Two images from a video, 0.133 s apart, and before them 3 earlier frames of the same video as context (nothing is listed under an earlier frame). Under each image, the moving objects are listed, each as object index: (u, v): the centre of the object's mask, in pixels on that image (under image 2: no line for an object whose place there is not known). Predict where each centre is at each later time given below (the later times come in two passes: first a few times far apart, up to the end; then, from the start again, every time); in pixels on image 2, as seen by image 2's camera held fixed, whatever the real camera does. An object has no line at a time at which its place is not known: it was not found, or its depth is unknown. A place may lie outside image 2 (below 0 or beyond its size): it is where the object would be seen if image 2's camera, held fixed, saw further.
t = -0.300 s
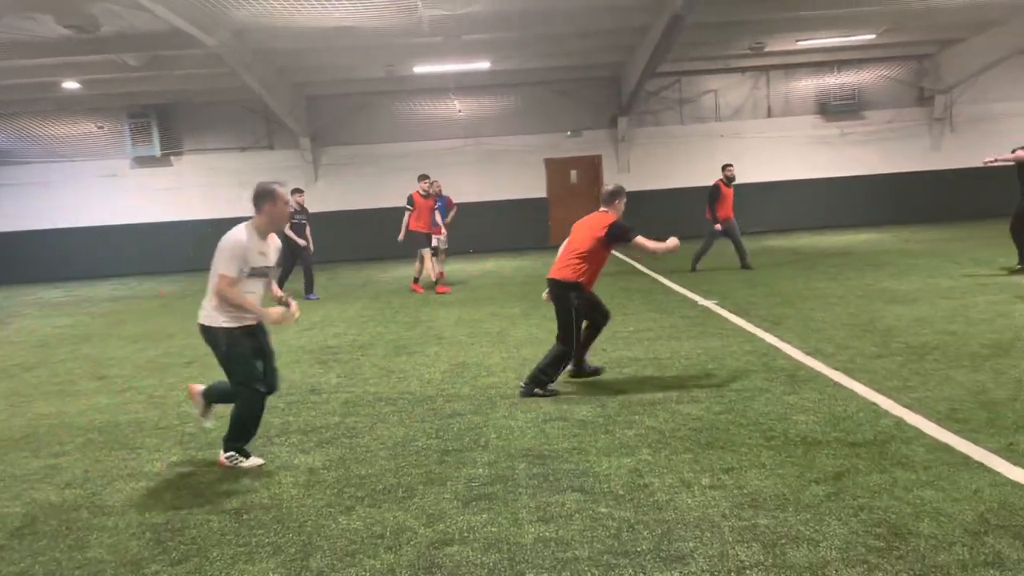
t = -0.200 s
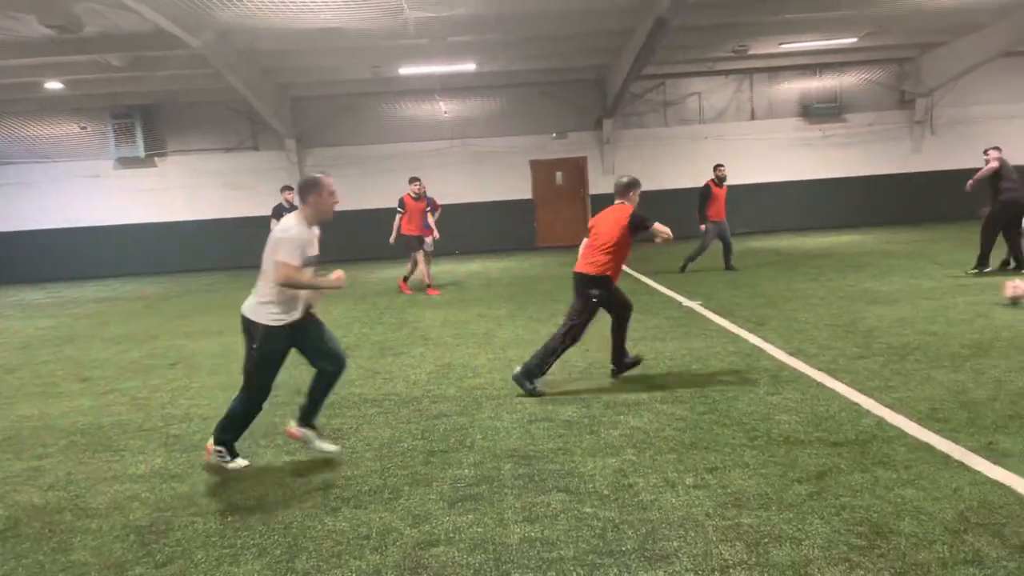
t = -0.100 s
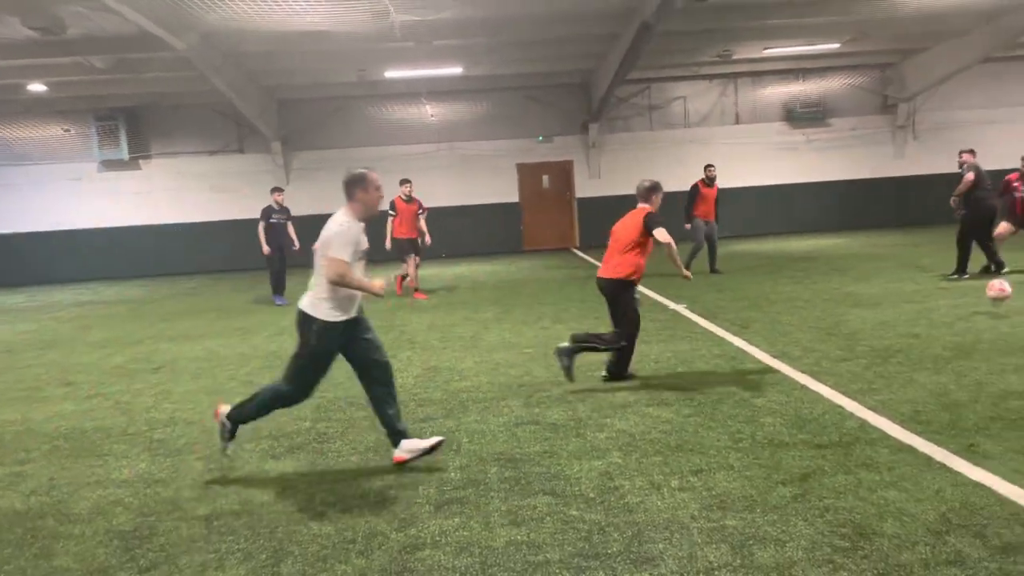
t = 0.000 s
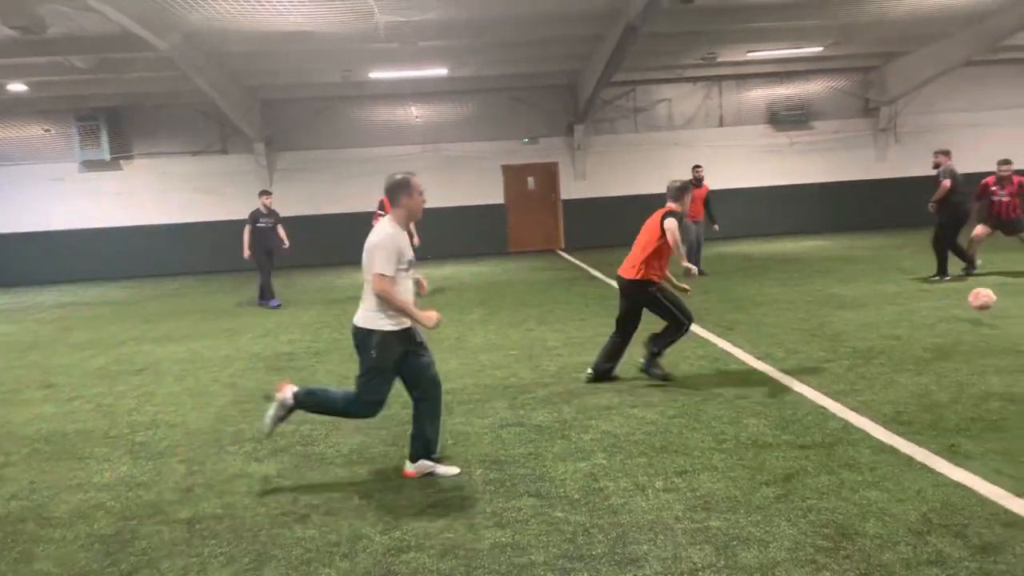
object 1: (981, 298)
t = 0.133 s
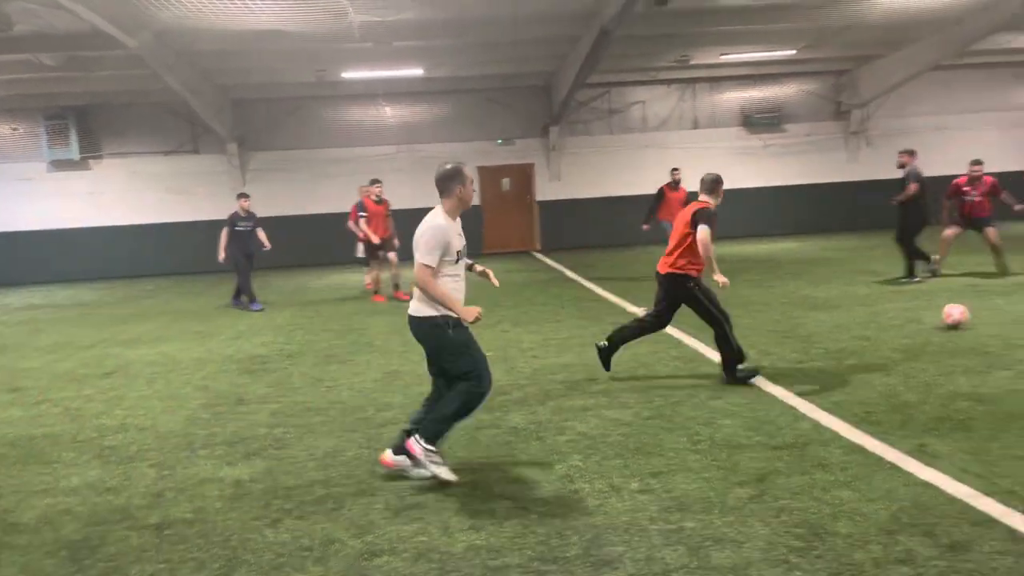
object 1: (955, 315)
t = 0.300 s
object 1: (958, 320)
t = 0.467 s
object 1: (963, 328)
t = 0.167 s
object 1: (955, 314)
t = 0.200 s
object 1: (956, 314)
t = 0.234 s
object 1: (957, 314)
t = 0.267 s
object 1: (957, 316)
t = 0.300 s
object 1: (958, 320)
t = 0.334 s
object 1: (959, 325)
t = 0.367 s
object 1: (960, 326)
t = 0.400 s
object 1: (961, 325)
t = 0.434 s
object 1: (962, 326)
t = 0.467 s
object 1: (963, 328)
